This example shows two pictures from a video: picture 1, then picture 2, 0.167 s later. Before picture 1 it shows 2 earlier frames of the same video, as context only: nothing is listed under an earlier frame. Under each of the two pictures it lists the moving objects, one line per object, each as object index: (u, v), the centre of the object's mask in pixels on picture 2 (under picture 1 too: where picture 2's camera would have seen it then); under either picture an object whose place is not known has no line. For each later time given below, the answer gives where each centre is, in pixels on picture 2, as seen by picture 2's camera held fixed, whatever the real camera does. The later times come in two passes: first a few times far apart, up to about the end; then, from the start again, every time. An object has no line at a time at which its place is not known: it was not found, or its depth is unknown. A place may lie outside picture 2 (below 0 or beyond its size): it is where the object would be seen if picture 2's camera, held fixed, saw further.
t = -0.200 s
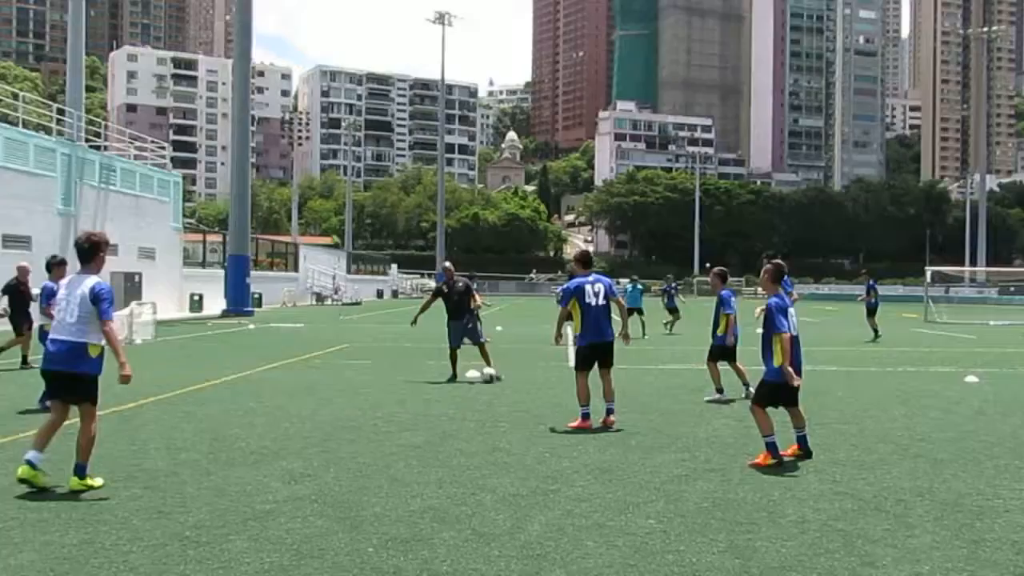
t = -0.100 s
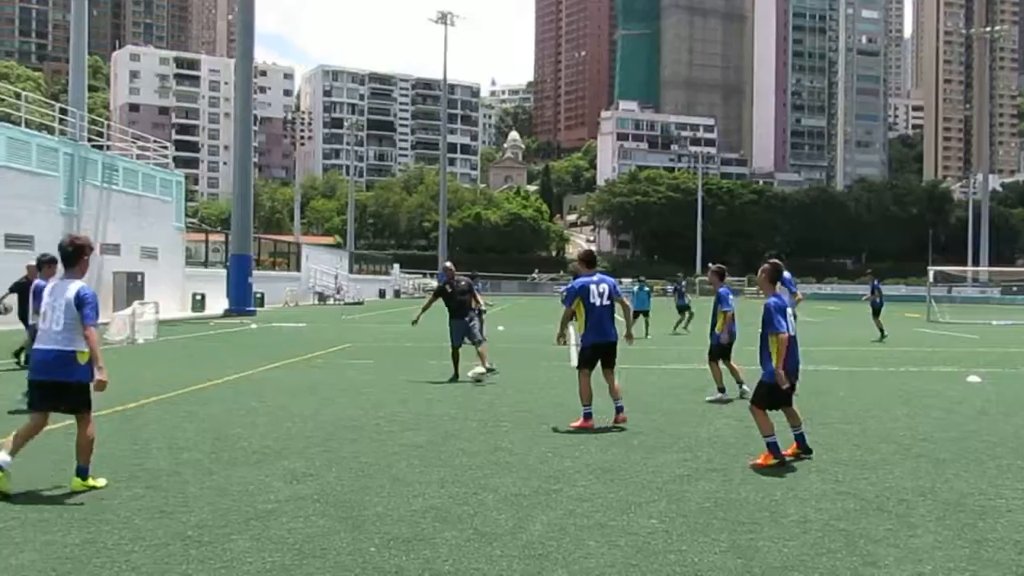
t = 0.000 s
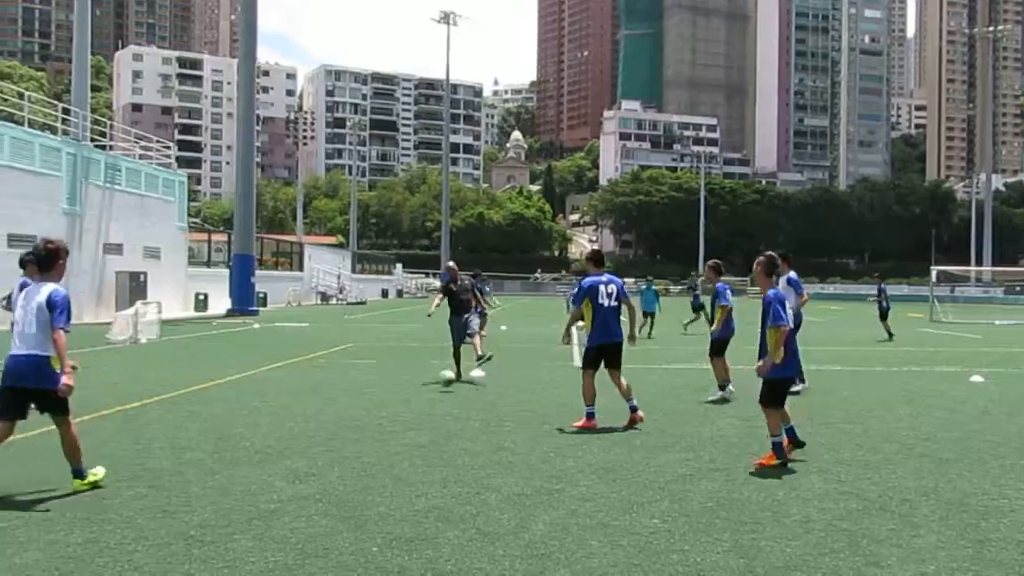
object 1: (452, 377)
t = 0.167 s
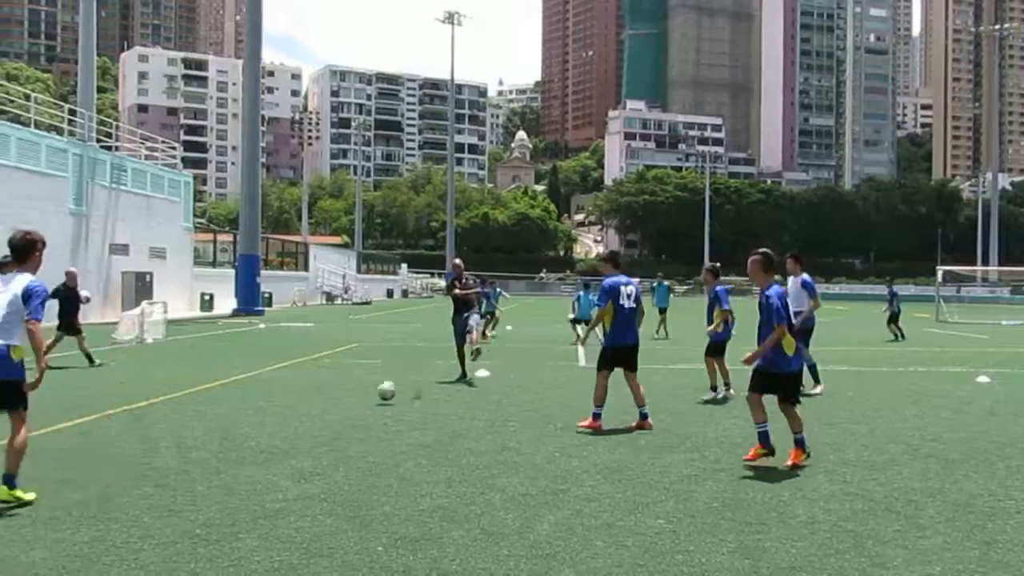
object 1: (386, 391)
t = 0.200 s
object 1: (373, 393)
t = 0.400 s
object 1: (283, 409)
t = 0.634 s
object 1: (165, 431)
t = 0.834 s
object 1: (39, 448)
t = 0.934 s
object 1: (-35, 460)
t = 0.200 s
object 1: (373, 393)
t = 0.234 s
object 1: (358, 396)
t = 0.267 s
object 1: (343, 401)
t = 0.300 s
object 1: (328, 405)
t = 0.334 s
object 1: (314, 405)
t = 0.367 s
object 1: (298, 406)
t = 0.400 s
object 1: (283, 409)
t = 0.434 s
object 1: (267, 414)
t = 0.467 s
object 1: (250, 418)
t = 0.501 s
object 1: (235, 418)
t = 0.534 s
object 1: (218, 419)
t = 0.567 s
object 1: (200, 422)
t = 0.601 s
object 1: (183, 427)
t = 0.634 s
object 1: (165, 431)
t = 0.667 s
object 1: (145, 432)
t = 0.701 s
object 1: (126, 435)
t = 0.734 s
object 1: (106, 438)
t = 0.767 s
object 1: (84, 444)
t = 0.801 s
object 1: (62, 447)
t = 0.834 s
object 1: (39, 448)
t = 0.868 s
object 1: (16, 452)
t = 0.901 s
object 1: (-9, 457)
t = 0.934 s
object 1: (-35, 460)
